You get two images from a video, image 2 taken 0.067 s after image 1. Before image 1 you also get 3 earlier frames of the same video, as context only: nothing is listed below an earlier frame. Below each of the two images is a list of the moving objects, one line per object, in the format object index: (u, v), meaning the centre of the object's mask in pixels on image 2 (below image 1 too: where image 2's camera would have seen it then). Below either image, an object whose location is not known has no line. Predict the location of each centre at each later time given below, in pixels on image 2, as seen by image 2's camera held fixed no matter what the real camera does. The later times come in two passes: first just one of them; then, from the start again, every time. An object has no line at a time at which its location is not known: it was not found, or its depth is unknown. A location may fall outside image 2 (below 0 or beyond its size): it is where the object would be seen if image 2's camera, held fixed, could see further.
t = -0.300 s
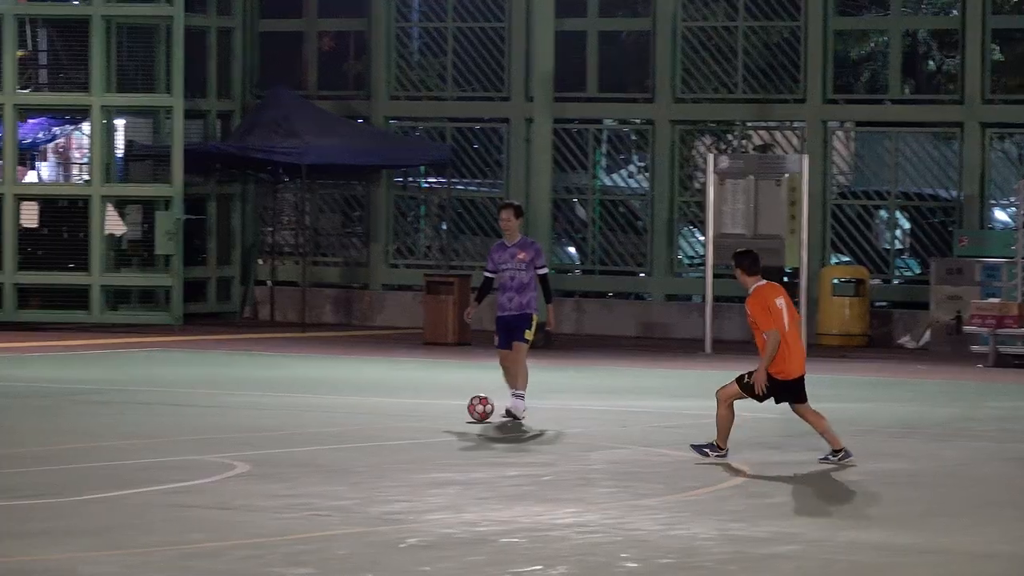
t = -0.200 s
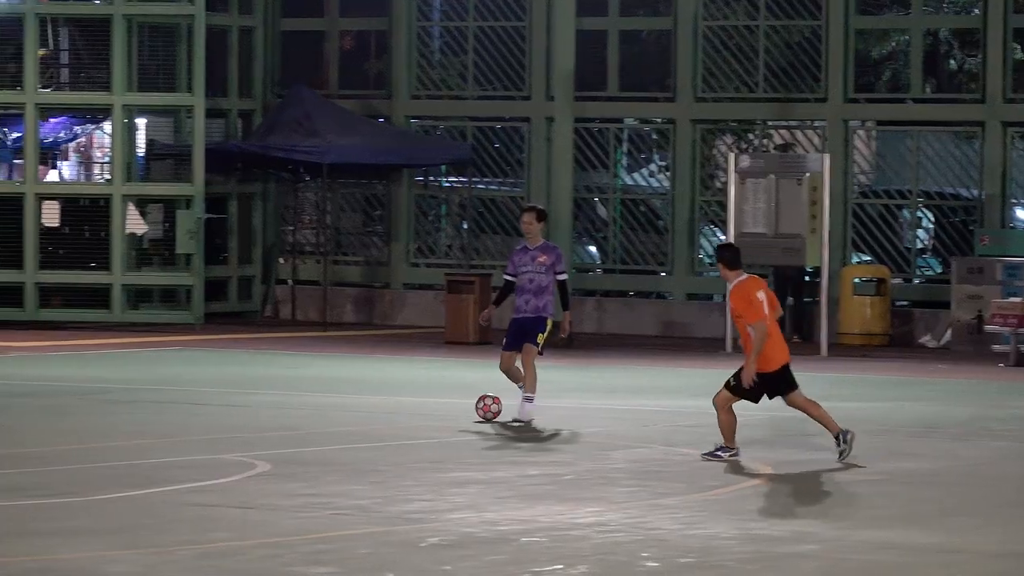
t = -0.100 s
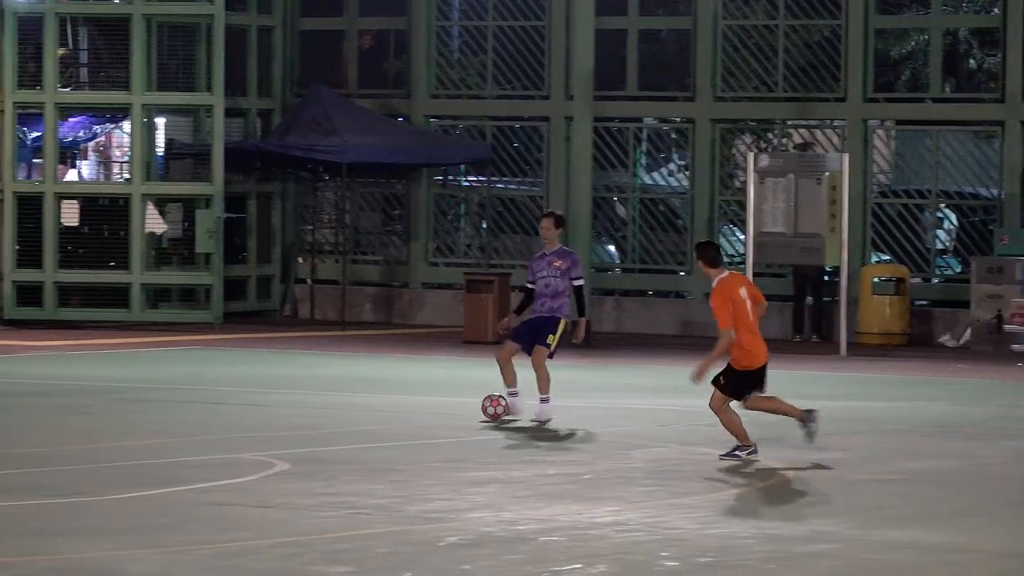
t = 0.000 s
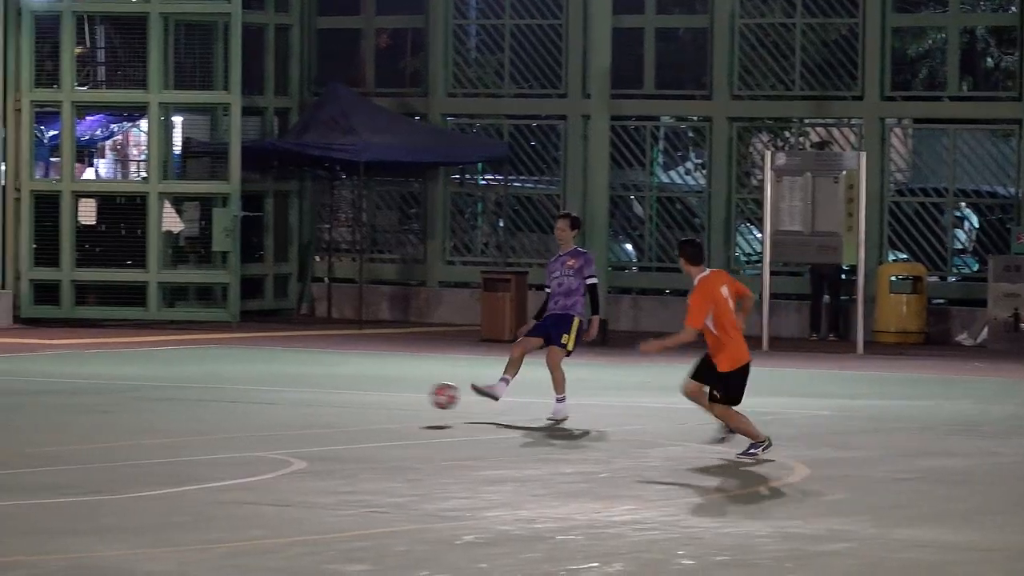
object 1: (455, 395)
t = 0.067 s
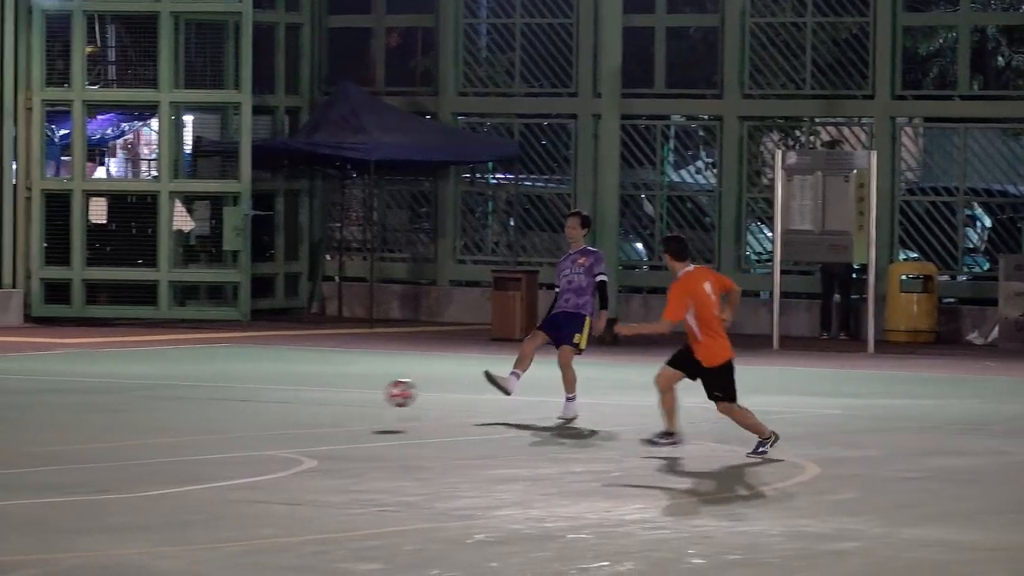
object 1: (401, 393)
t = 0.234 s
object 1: (257, 417)
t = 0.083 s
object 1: (387, 393)
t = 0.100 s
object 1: (372, 394)
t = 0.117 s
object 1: (359, 396)
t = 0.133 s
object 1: (344, 398)
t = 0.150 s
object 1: (330, 400)
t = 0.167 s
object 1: (316, 402)
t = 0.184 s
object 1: (302, 405)
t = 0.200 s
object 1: (286, 409)
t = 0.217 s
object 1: (272, 412)
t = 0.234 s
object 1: (257, 417)
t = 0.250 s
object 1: (242, 422)
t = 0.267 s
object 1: (226, 427)
